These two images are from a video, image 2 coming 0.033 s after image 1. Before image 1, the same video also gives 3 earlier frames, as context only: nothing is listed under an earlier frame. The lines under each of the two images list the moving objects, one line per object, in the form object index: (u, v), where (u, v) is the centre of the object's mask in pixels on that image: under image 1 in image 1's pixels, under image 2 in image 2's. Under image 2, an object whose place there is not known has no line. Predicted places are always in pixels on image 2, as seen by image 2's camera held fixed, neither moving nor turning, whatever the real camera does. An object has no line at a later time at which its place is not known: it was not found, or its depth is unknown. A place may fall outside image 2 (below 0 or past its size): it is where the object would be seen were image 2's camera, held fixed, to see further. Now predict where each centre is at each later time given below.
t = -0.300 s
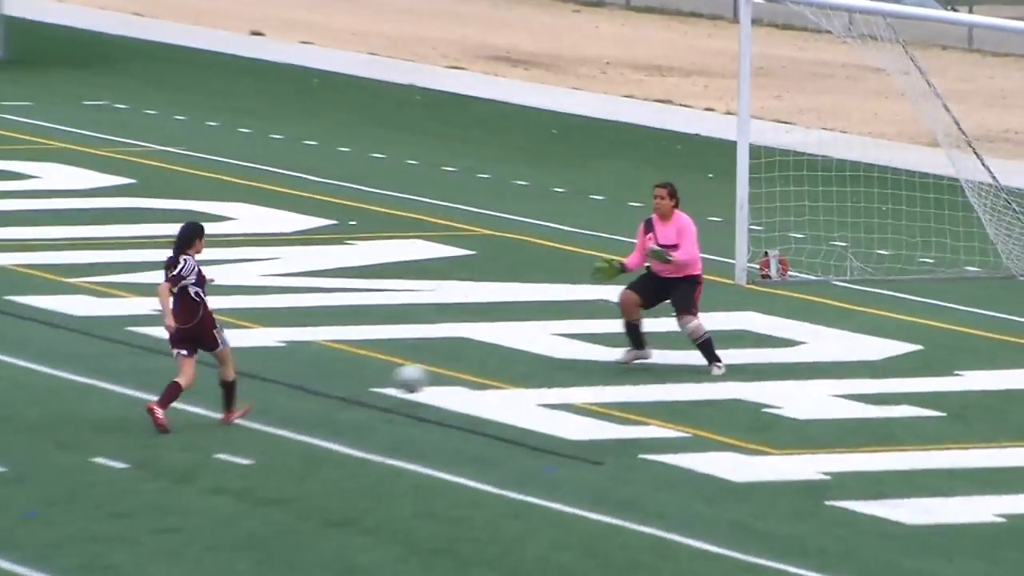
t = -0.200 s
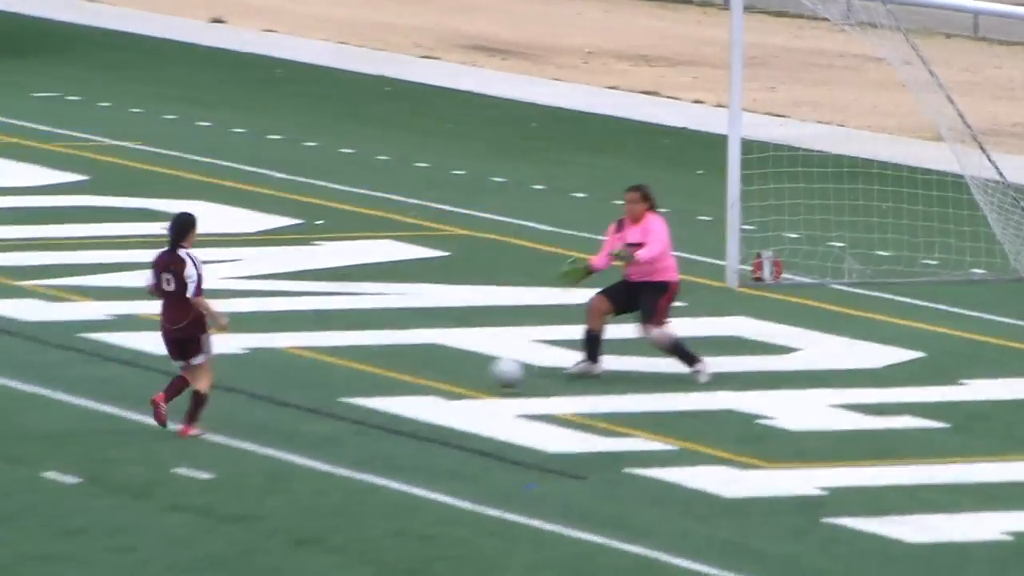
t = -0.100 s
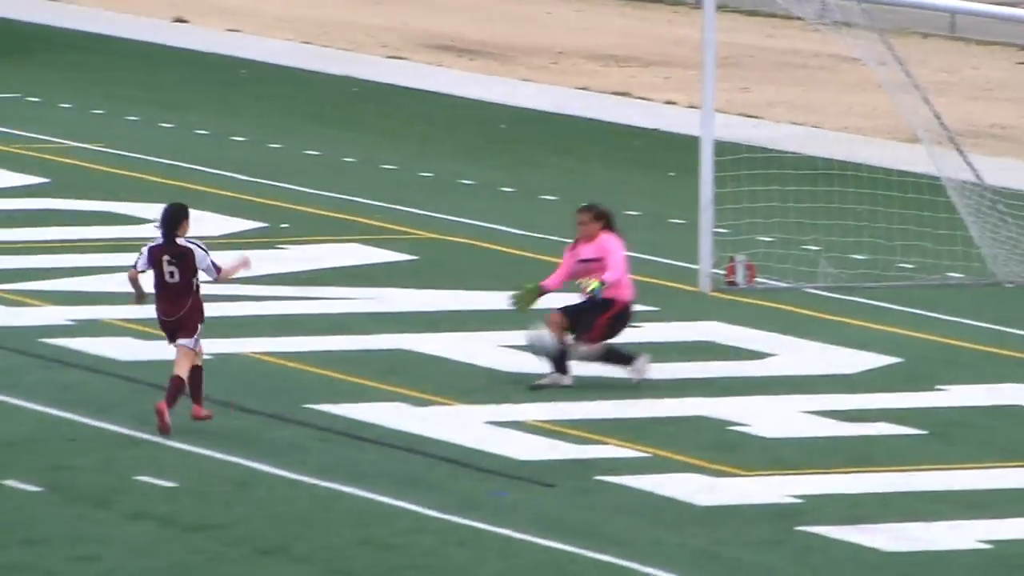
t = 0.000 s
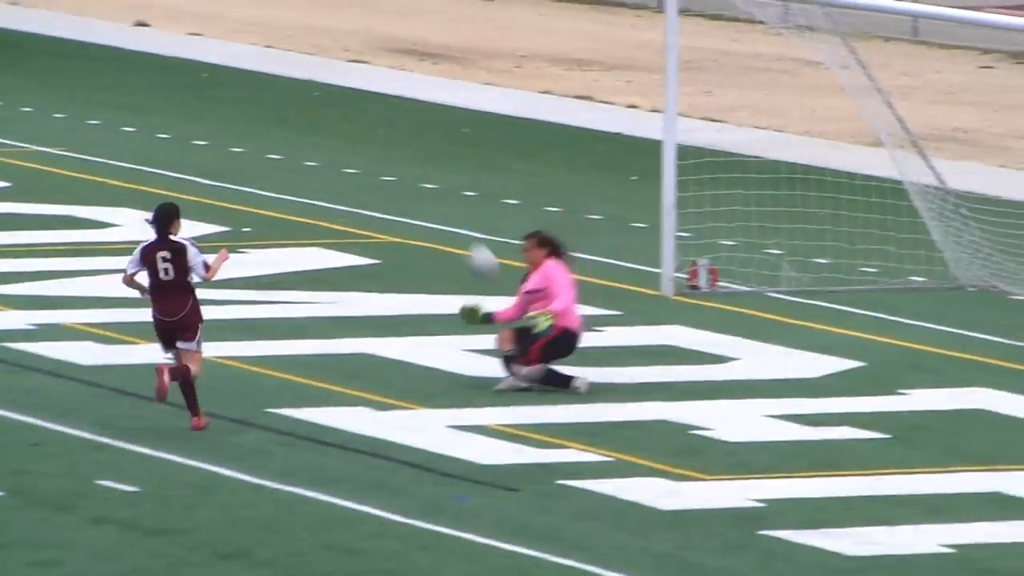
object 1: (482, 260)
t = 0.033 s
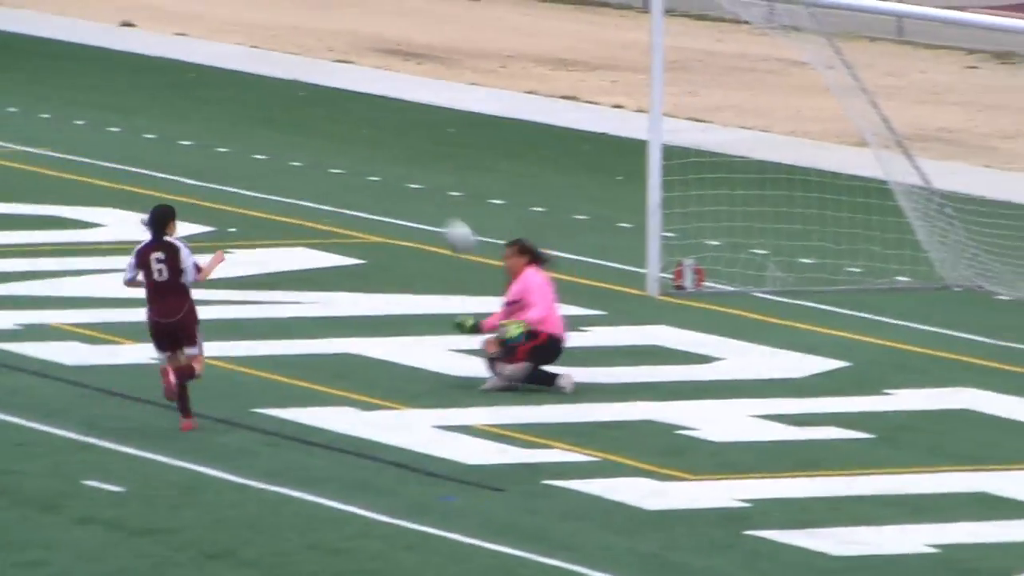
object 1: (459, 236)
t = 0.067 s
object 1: (450, 211)
